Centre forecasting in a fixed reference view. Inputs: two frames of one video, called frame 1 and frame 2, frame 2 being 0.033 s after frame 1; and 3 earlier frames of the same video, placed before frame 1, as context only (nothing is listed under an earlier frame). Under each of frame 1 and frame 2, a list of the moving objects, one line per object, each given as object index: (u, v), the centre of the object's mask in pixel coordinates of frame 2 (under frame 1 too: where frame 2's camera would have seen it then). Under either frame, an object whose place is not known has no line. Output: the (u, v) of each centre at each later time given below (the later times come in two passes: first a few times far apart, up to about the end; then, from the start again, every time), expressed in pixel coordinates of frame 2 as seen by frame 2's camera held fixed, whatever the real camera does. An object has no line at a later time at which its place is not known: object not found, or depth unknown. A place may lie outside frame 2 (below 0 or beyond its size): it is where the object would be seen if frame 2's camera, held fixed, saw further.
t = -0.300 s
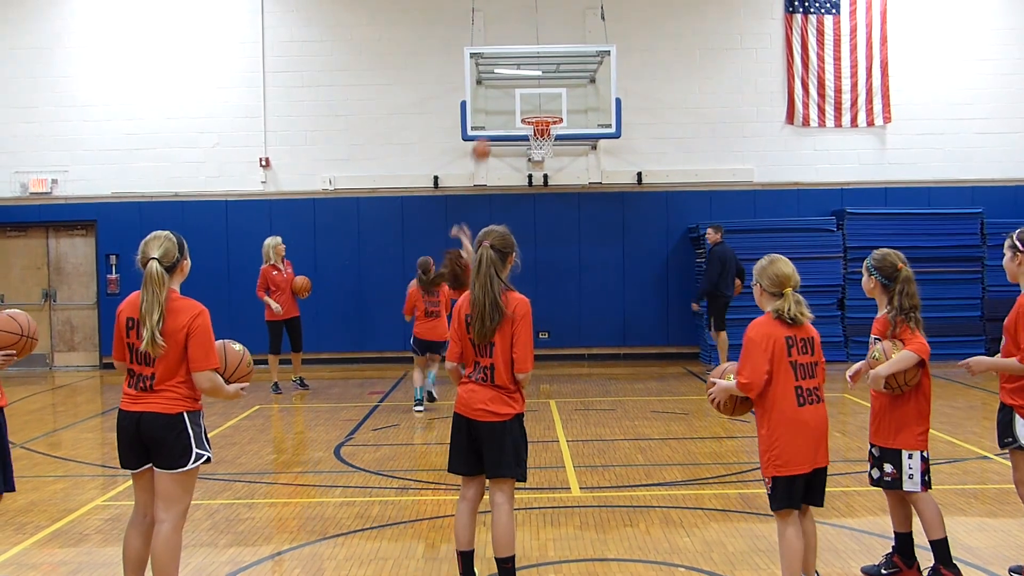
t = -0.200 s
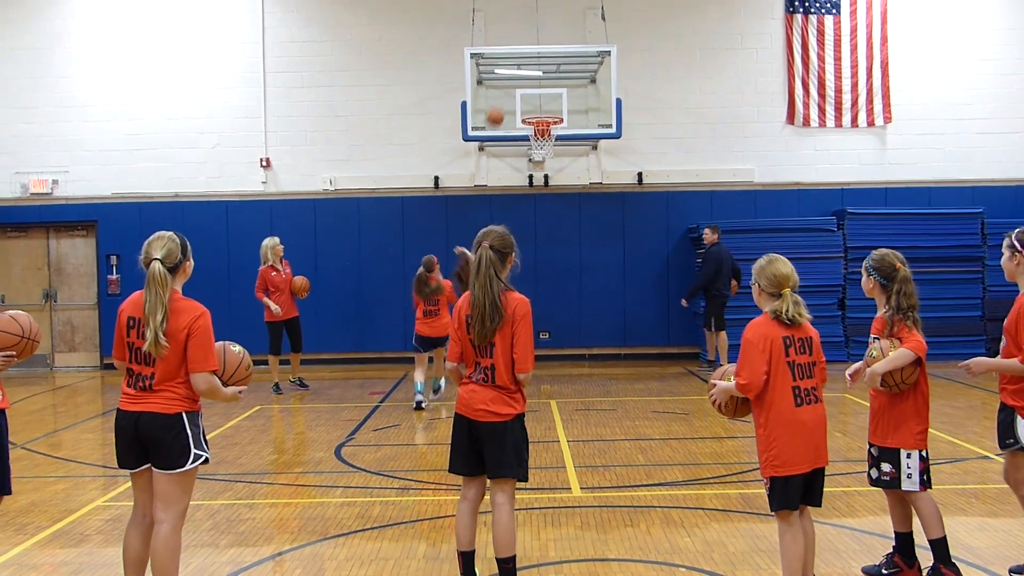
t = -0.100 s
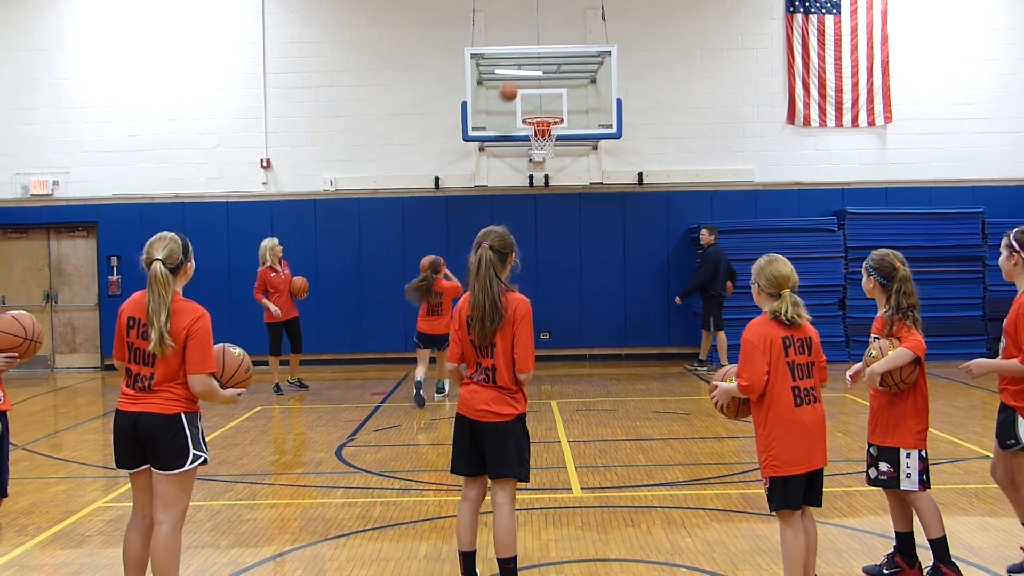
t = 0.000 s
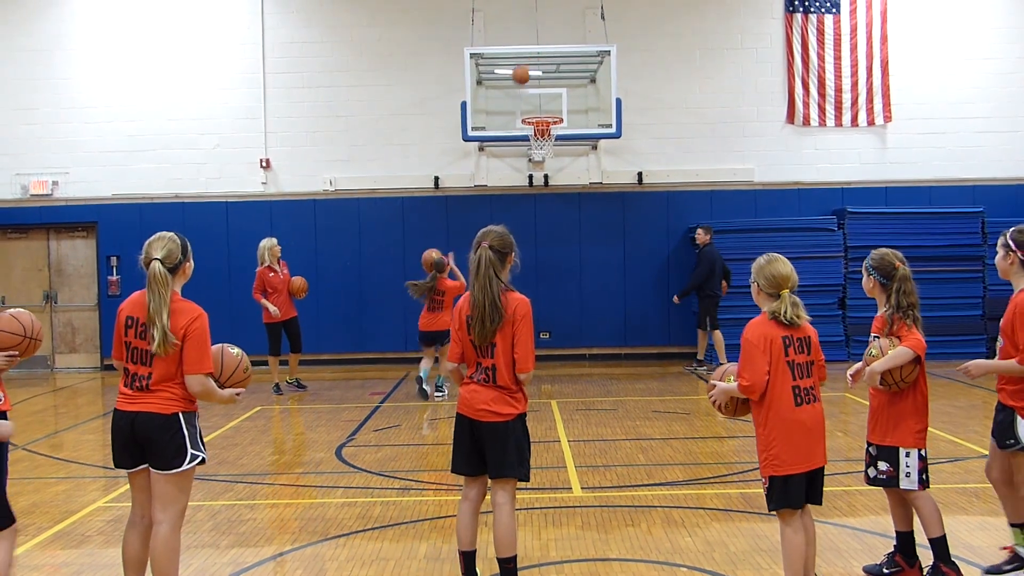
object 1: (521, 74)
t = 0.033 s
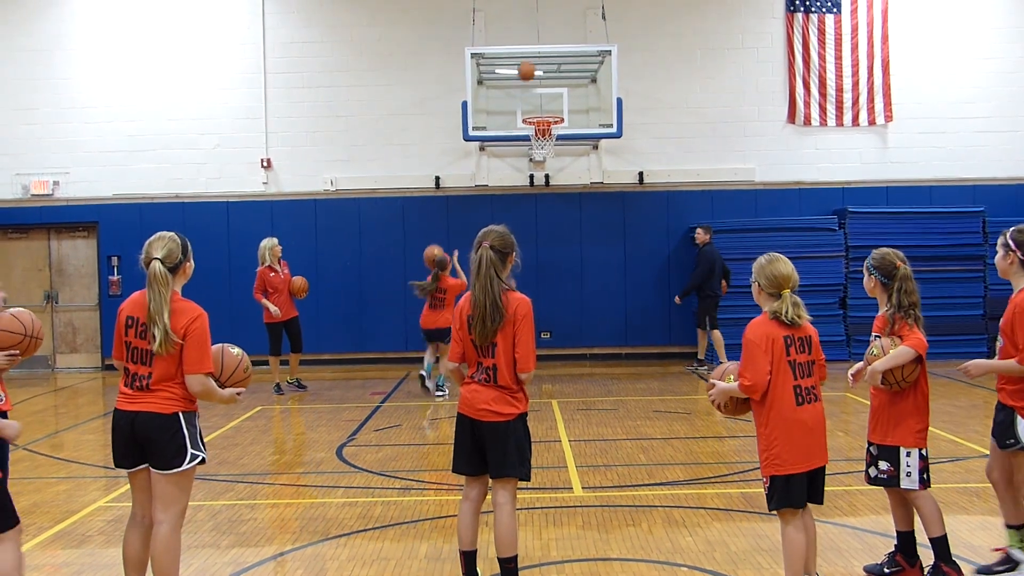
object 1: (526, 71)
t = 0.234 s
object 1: (548, 68)
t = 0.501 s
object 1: (569, 106)
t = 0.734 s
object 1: (600, 98)
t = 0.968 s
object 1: (634, 136)
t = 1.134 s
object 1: (660, 194)
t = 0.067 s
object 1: (530, 68)
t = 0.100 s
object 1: (534, 66)
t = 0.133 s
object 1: (539, 66)
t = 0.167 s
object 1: (542, 66)
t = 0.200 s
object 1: (545, 67)
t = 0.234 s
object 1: (548, 68)
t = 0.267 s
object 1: (549, 70)
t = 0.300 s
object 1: (553, 74)
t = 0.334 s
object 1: (555, 79)
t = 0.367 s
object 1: (558, 84)
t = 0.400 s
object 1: (560, 90)
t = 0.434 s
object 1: (562, 97)
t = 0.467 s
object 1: (565, 106)
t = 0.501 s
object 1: (569, 106)
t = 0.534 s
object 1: (574, 103)
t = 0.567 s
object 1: (579, 99)
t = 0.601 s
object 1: (582, 97)
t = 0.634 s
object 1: (587, 96)
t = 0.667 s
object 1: (591, 96)
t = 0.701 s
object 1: (596, 96)
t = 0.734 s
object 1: (600, 98)
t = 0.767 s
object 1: (605, 101)
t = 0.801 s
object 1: (610, 104)
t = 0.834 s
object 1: (614, 108)
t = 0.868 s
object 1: (620, 113)
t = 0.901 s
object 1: (625, 120)
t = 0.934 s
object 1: (630, 127)
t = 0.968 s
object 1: (634, 136)
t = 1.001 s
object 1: (639, 145)
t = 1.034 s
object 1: (644, 155)
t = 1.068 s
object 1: (649, 166)
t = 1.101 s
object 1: (654, 179)
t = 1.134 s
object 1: (660, 194)
